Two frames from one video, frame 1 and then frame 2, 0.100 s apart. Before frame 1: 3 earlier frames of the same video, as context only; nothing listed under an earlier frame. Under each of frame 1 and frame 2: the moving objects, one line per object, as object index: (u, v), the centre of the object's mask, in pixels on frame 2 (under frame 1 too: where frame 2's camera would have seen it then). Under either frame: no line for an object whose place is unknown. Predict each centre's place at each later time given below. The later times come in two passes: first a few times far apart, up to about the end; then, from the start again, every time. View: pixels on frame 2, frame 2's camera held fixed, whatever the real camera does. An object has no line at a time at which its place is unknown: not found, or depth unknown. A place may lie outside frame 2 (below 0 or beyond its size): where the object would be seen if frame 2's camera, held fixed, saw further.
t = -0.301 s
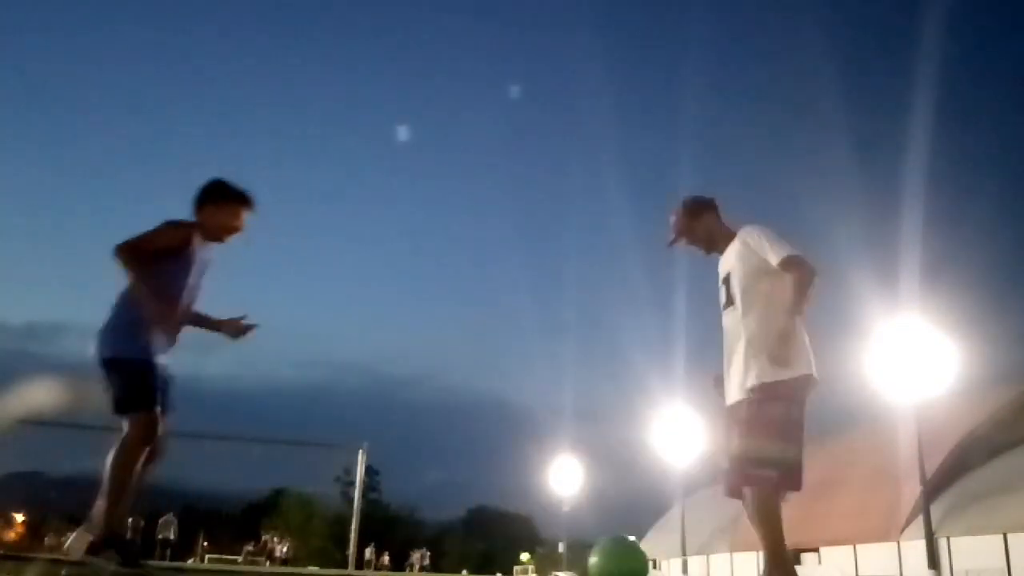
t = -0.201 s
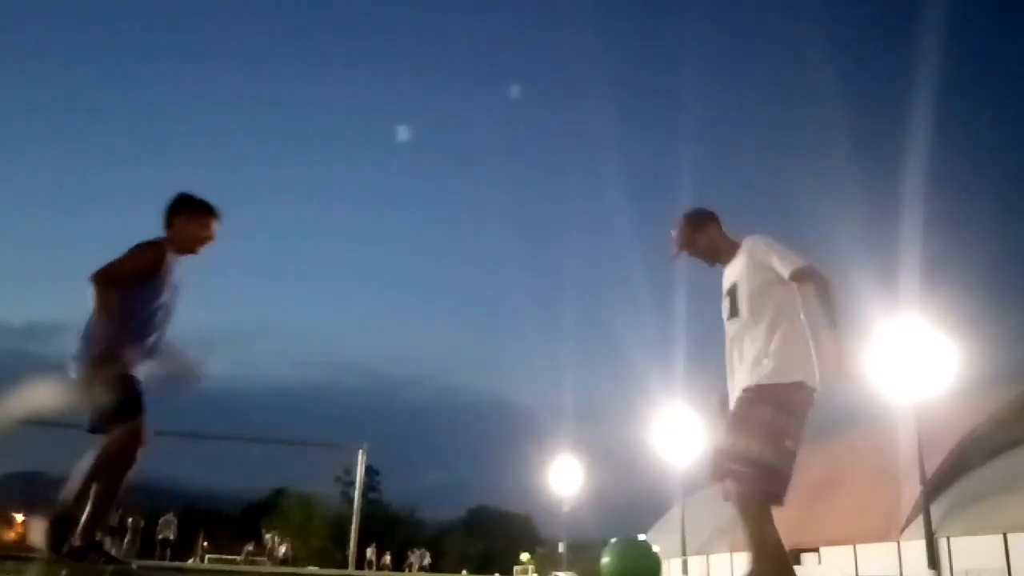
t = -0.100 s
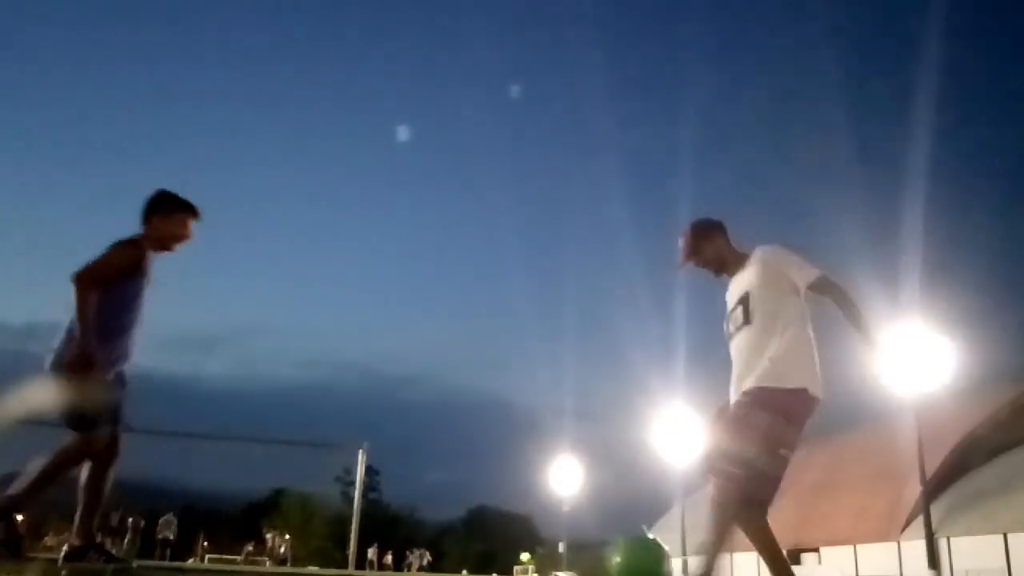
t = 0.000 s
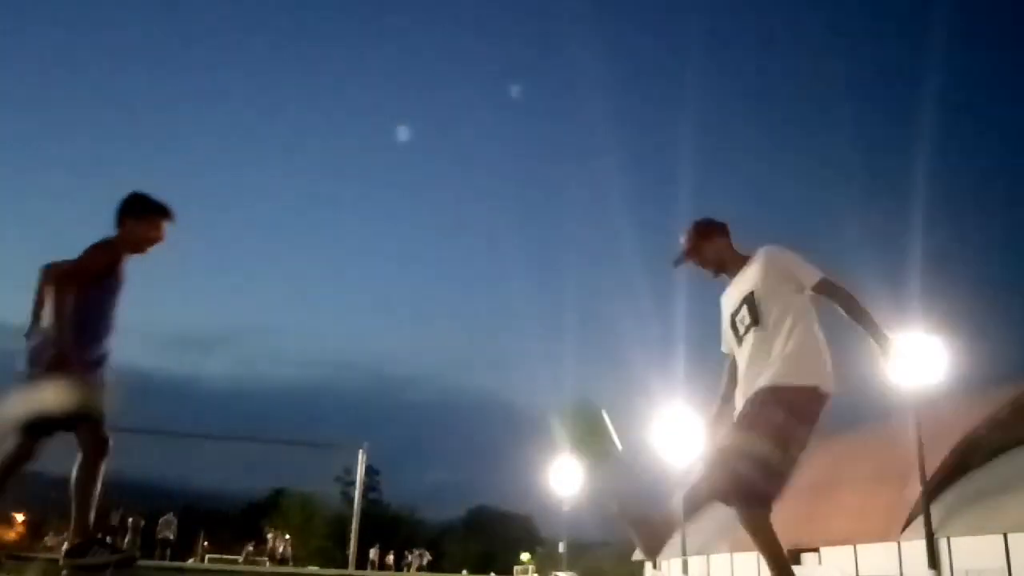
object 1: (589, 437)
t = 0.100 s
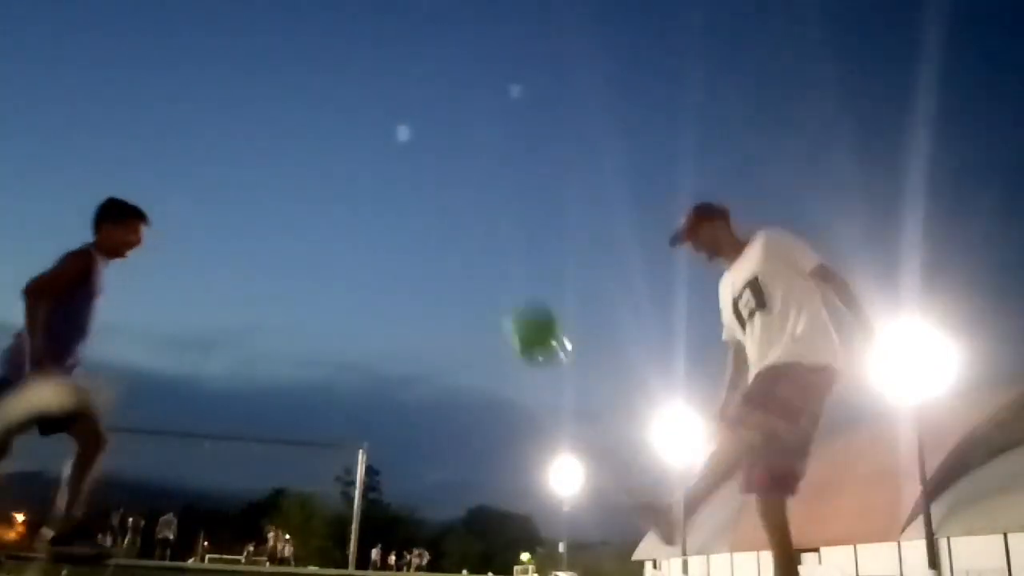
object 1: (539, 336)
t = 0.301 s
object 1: (450, 216)
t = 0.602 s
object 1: (332, 208)
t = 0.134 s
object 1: (522, 308)
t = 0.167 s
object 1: (506, 284)
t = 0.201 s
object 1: (492, 264)
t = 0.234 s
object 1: (478, 246)
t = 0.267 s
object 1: (464, 229)
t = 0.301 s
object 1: (450, 216)
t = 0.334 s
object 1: (437, 206)
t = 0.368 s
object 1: (425, 199)
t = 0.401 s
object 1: (411, 194)
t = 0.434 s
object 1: (398, 192)
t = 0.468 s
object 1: (385, 192)
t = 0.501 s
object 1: (372, 192)
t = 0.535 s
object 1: (358, 196)
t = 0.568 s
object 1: (345, 200)
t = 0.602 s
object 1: (332, 208)
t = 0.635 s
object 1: (319, 216)
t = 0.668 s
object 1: (304, 228)
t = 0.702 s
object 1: (291, 242)
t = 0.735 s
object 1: (278, 258)
